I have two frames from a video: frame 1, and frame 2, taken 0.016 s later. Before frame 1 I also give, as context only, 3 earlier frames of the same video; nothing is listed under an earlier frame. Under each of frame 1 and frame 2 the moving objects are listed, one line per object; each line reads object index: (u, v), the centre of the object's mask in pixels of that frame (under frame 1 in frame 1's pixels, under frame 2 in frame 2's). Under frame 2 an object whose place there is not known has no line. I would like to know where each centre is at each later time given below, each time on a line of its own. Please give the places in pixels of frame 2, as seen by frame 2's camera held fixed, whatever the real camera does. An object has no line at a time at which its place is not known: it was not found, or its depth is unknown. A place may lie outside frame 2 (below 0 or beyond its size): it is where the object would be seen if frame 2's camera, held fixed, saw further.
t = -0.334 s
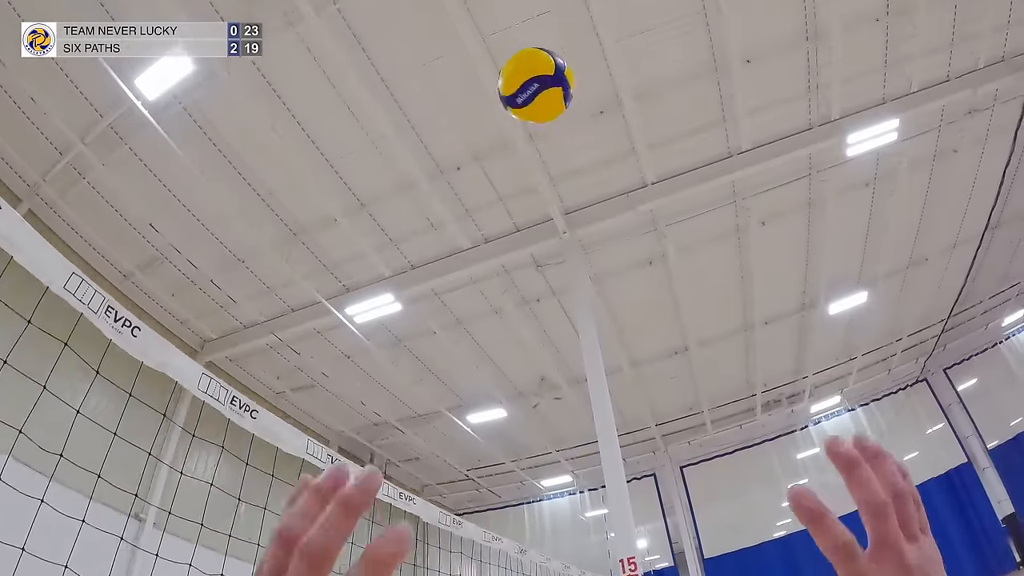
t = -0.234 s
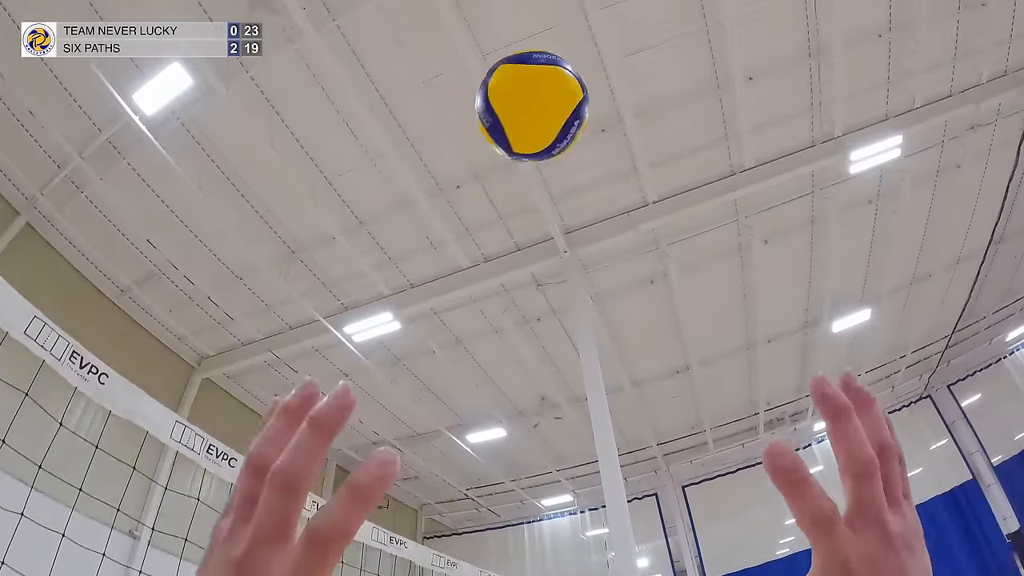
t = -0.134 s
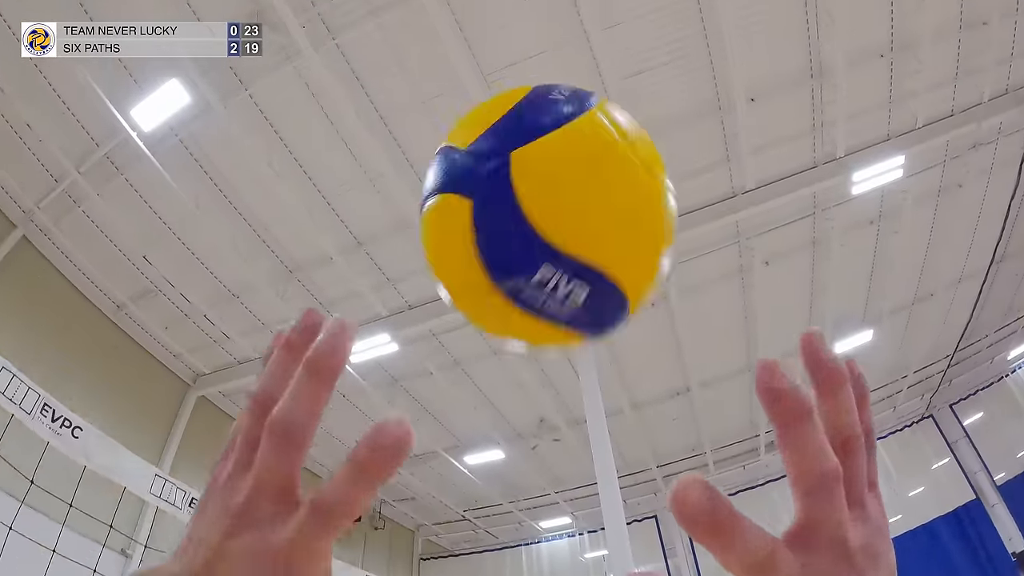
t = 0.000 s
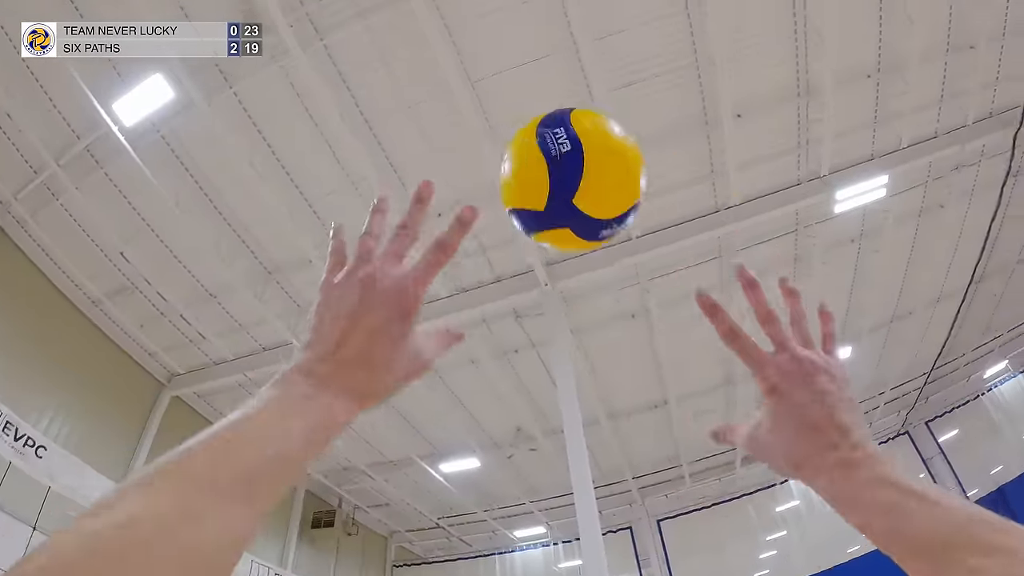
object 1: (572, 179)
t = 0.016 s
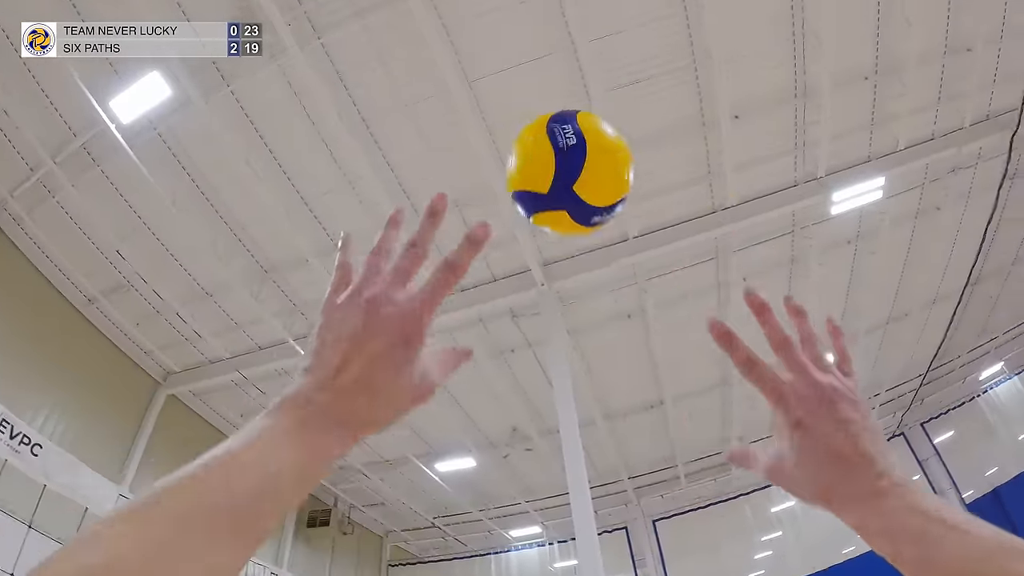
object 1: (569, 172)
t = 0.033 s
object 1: (572, 168)
